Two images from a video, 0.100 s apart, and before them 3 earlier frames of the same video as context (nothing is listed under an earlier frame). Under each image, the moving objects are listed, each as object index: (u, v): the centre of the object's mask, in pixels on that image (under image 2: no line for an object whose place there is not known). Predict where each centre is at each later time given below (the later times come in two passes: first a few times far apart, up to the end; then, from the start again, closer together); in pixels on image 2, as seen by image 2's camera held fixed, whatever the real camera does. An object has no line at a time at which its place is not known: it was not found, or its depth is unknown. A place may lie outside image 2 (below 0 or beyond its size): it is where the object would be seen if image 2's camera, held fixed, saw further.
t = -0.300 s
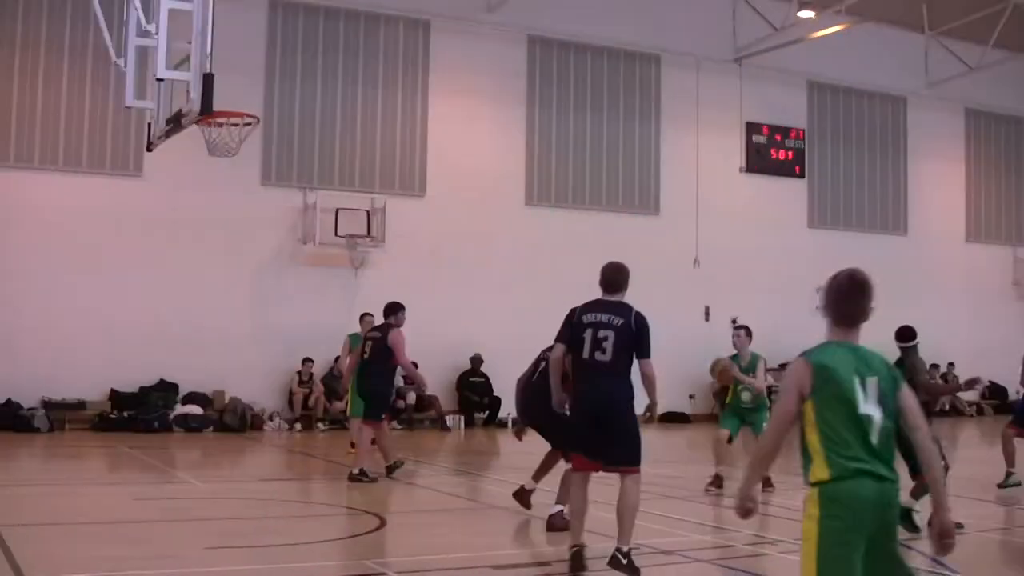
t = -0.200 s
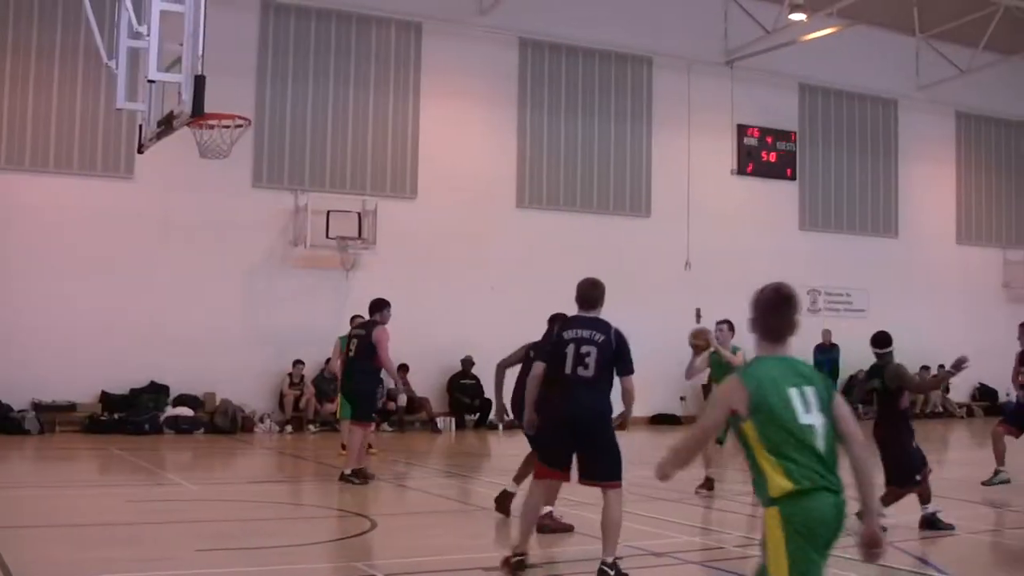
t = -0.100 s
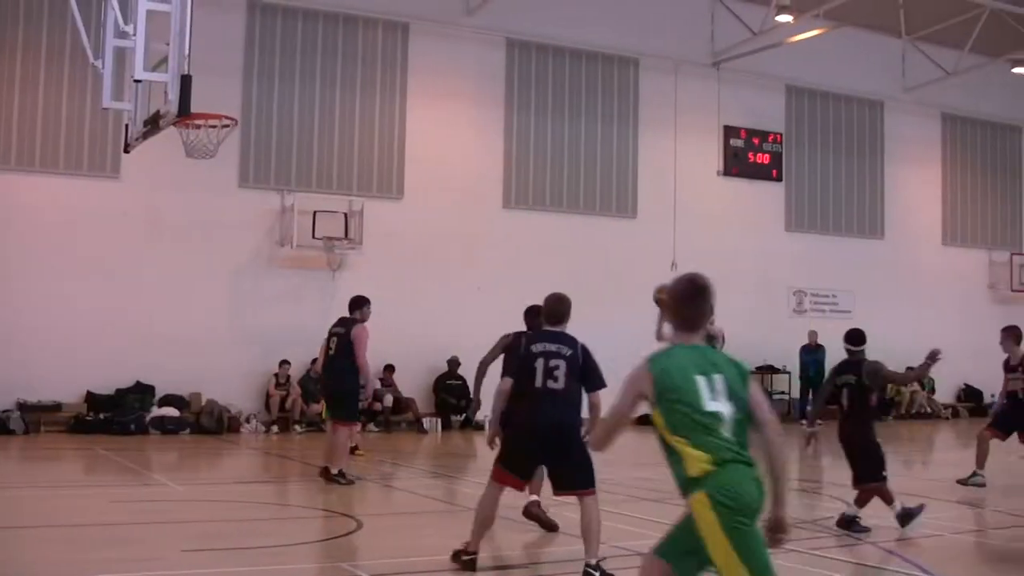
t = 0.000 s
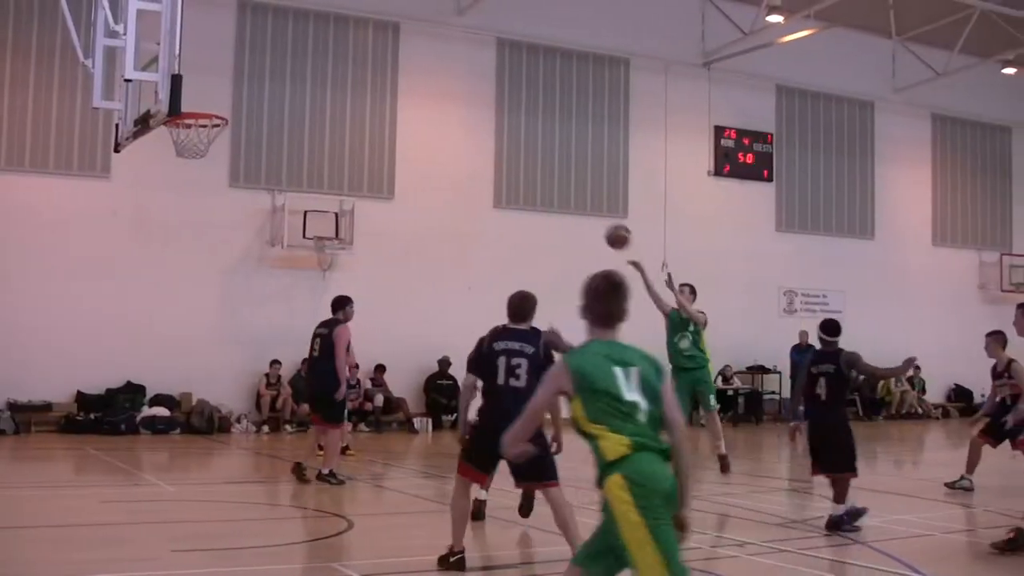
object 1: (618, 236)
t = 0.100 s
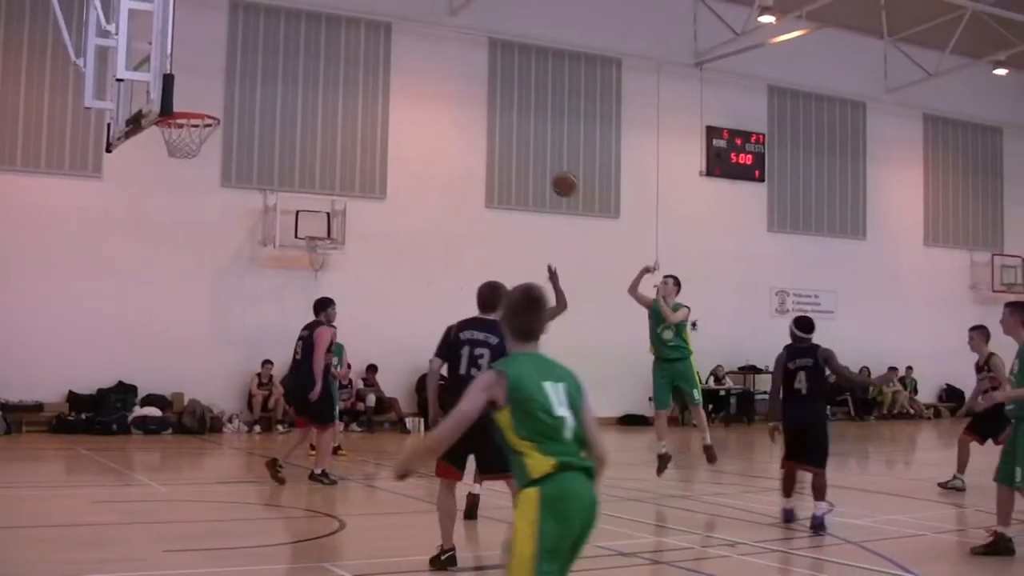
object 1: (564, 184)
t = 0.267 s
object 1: (484, 115)
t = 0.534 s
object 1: (344, 67)
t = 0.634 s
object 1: (290, 70)
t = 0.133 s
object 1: (549, 168)
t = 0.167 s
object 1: (533, 153)
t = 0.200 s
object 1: (518, 140)
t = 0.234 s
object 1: (501, 127)
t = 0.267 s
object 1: (484, 115)
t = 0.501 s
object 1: (362, 70)
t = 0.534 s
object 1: (344, 67)
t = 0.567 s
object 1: (326, 67)
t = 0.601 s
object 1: (309, 68)
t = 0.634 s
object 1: (290, 70)
